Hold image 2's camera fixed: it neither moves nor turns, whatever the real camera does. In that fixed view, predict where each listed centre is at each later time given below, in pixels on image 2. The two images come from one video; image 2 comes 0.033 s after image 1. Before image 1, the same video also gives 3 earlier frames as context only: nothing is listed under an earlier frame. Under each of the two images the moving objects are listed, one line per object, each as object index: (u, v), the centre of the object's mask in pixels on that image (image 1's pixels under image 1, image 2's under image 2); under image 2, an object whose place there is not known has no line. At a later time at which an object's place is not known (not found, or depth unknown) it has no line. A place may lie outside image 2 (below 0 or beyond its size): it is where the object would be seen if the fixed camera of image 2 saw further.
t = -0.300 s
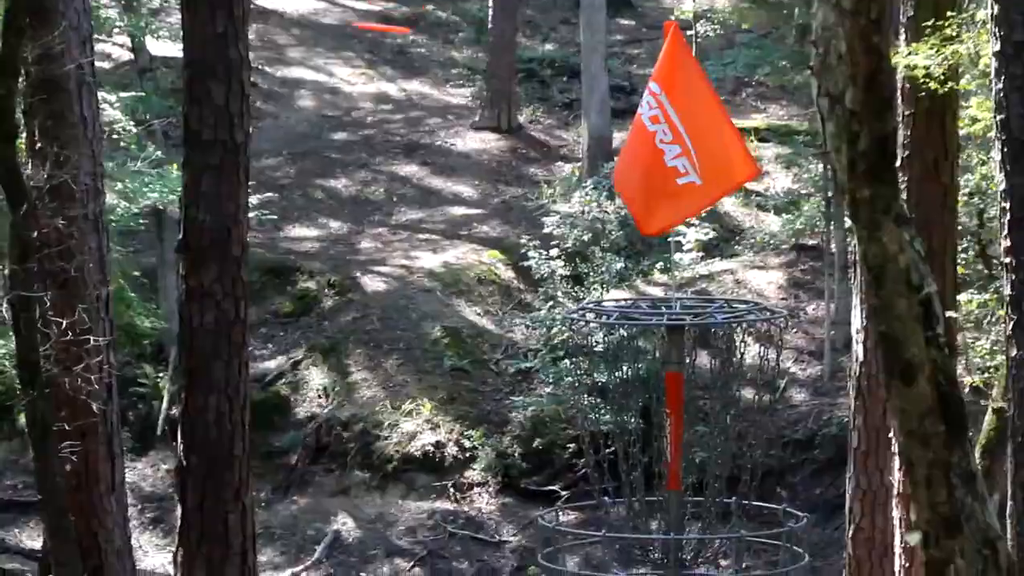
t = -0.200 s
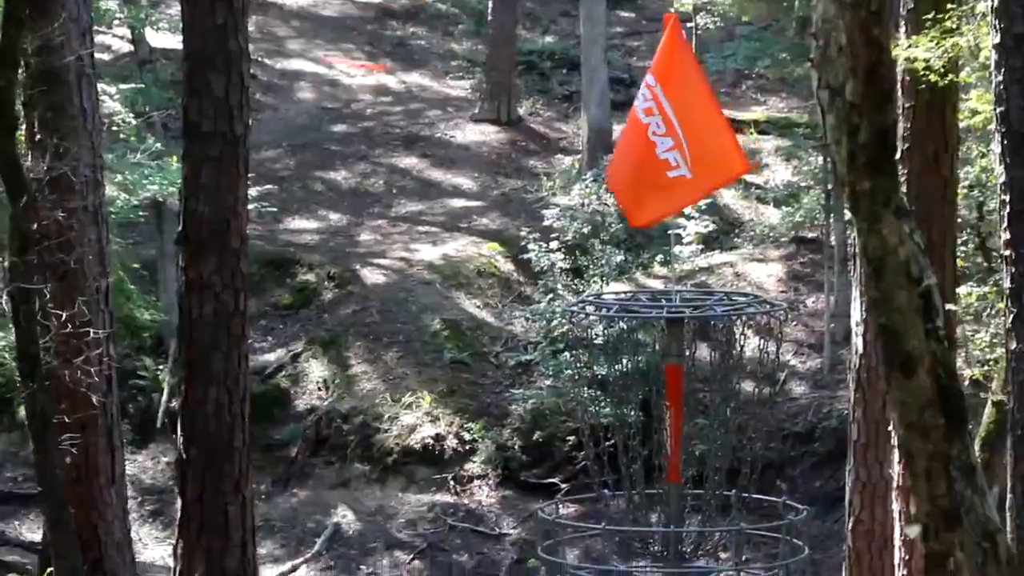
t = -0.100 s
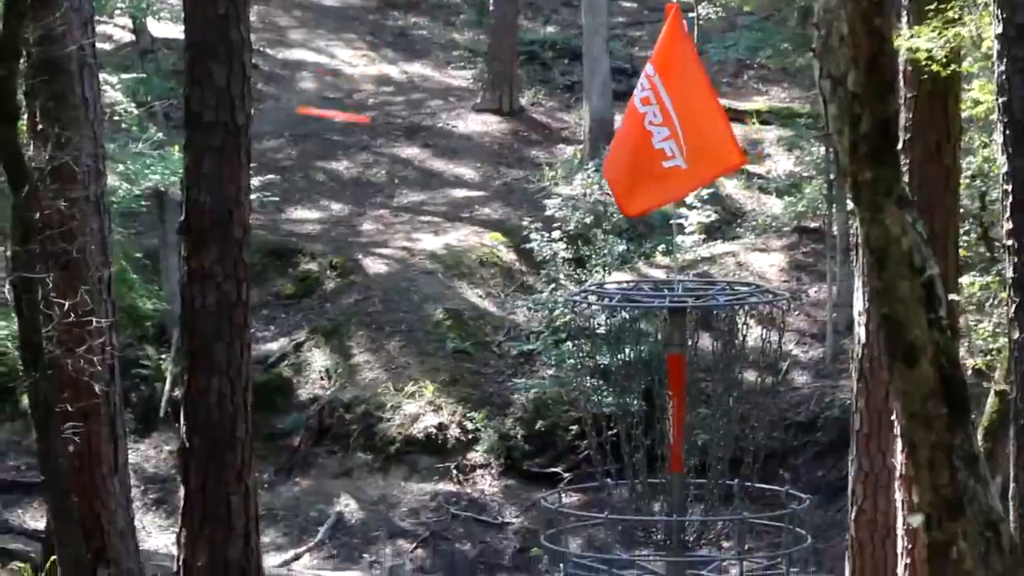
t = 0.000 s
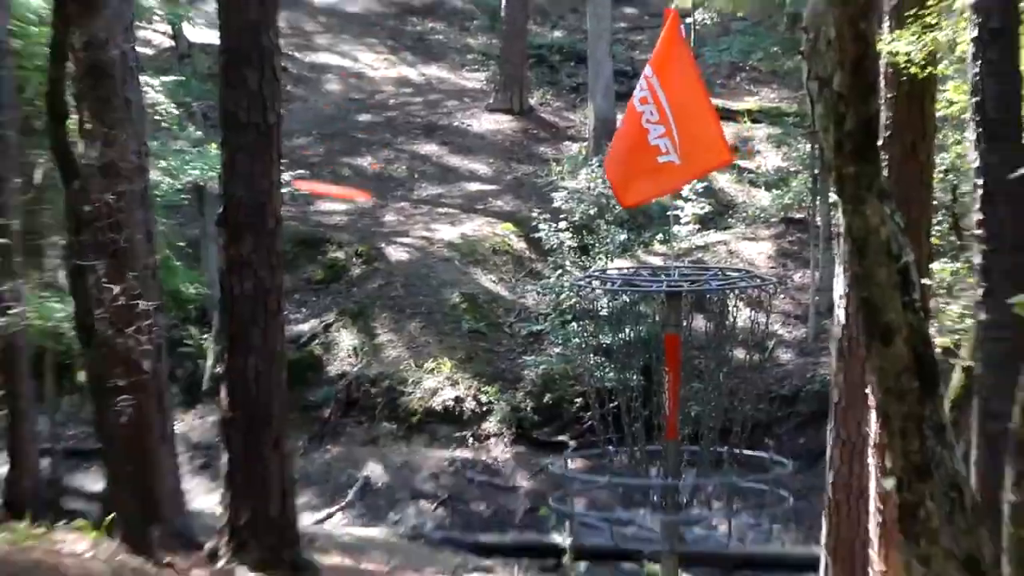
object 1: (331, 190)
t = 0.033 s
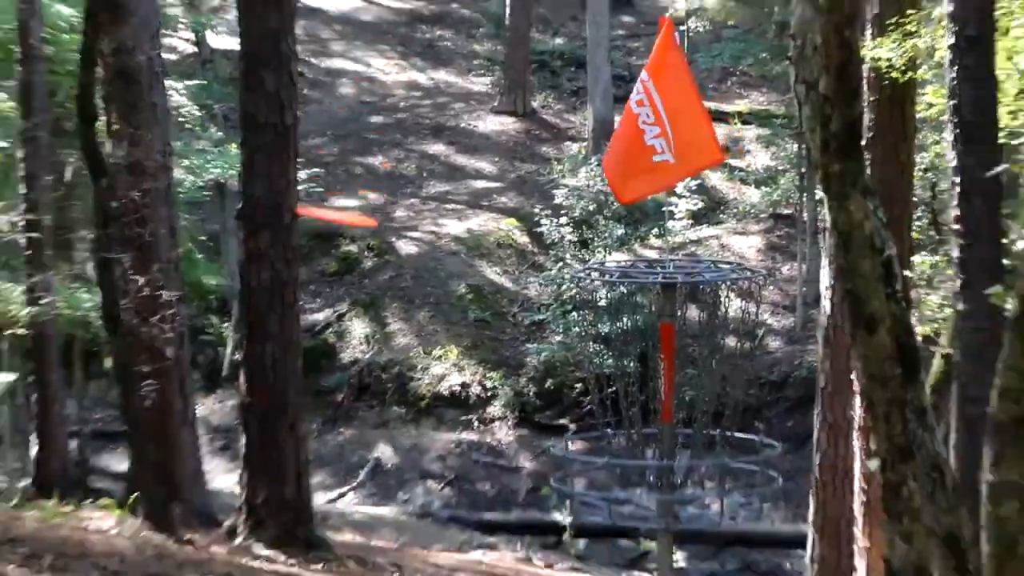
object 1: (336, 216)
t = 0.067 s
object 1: (330, 240)
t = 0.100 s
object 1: (330, 274)
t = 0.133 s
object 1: (311, 324)
